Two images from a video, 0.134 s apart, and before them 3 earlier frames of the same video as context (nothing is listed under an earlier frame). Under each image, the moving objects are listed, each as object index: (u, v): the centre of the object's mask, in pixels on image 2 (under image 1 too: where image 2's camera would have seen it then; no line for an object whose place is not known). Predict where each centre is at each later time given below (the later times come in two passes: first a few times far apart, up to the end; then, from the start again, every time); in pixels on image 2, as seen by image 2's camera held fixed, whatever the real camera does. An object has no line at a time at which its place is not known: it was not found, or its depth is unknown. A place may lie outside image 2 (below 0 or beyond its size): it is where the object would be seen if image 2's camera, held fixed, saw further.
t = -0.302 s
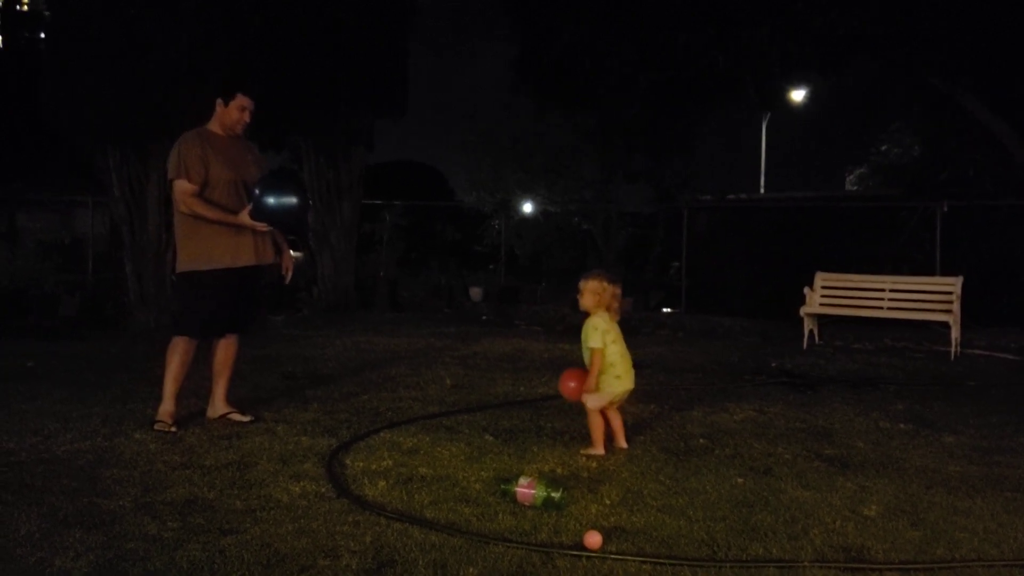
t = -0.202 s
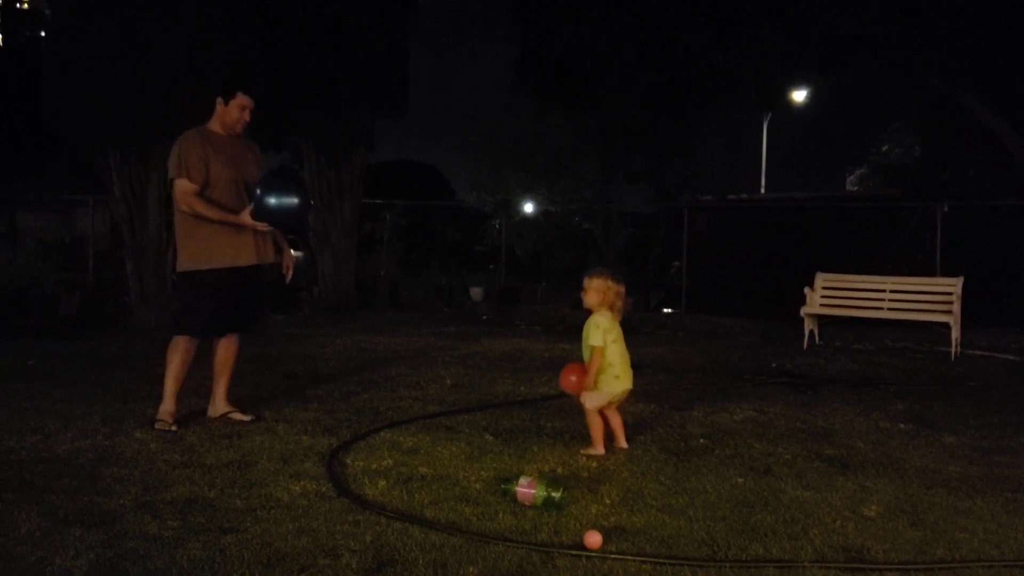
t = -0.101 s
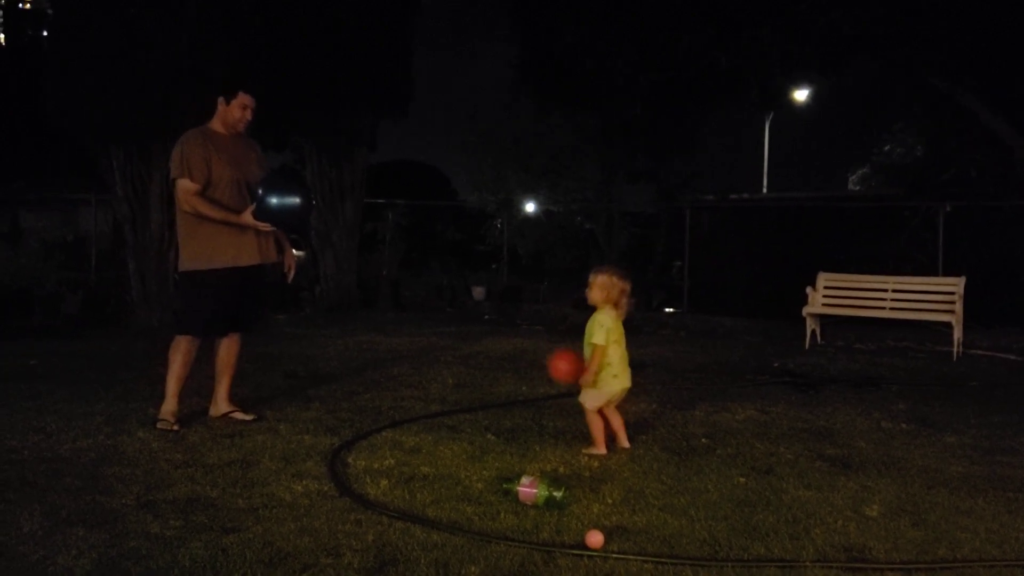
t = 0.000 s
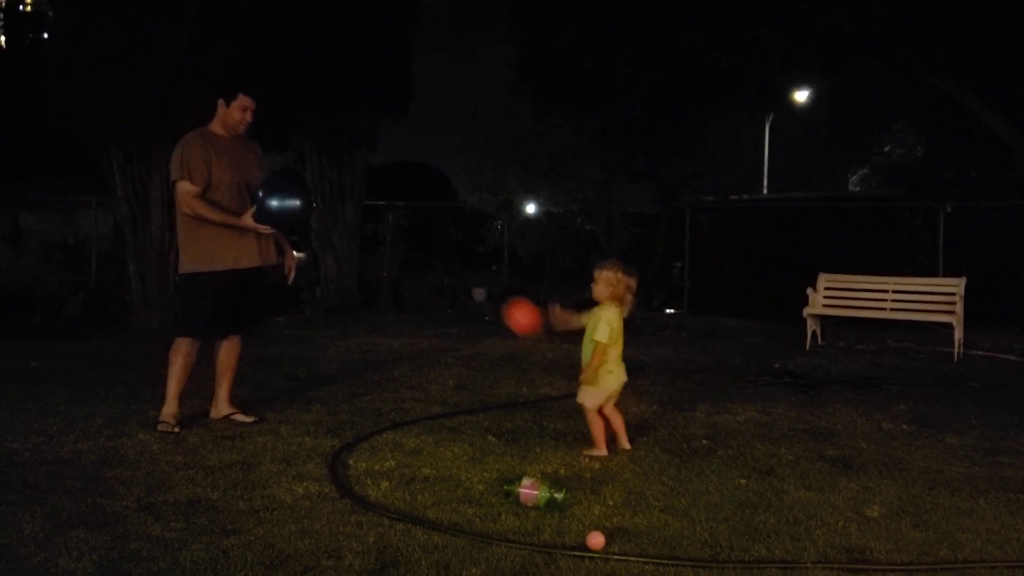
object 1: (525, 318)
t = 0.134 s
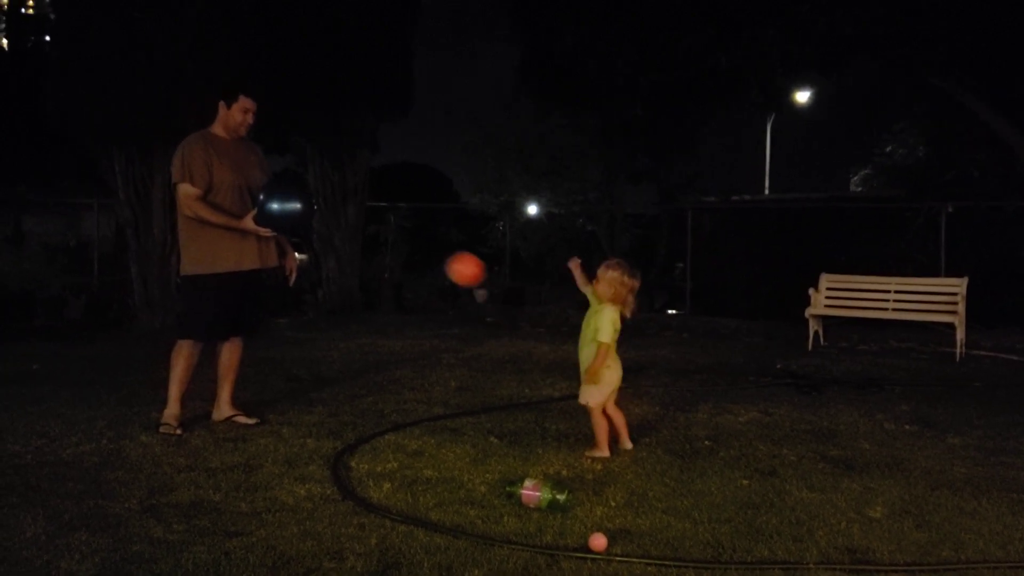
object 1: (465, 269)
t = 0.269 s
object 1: (411, 255)
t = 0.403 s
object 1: (359, 272)
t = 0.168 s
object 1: (451, 263)
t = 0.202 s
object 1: (437, 258)
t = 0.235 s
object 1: (424, 255)
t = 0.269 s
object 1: (411, 255)
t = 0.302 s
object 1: (398, 256)
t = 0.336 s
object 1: (385, 259)
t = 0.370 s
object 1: (372, 265)
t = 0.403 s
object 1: (359, 272)
